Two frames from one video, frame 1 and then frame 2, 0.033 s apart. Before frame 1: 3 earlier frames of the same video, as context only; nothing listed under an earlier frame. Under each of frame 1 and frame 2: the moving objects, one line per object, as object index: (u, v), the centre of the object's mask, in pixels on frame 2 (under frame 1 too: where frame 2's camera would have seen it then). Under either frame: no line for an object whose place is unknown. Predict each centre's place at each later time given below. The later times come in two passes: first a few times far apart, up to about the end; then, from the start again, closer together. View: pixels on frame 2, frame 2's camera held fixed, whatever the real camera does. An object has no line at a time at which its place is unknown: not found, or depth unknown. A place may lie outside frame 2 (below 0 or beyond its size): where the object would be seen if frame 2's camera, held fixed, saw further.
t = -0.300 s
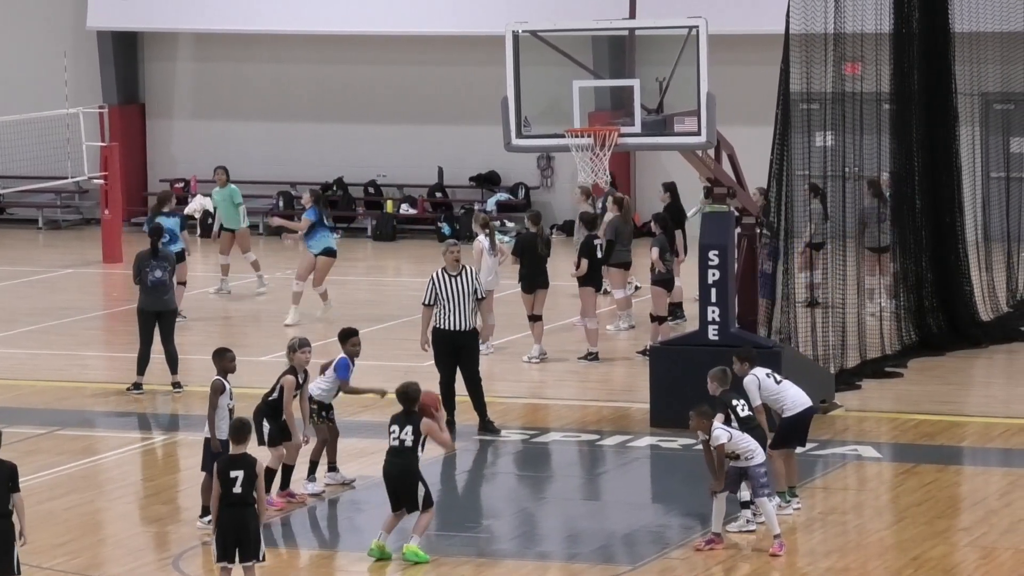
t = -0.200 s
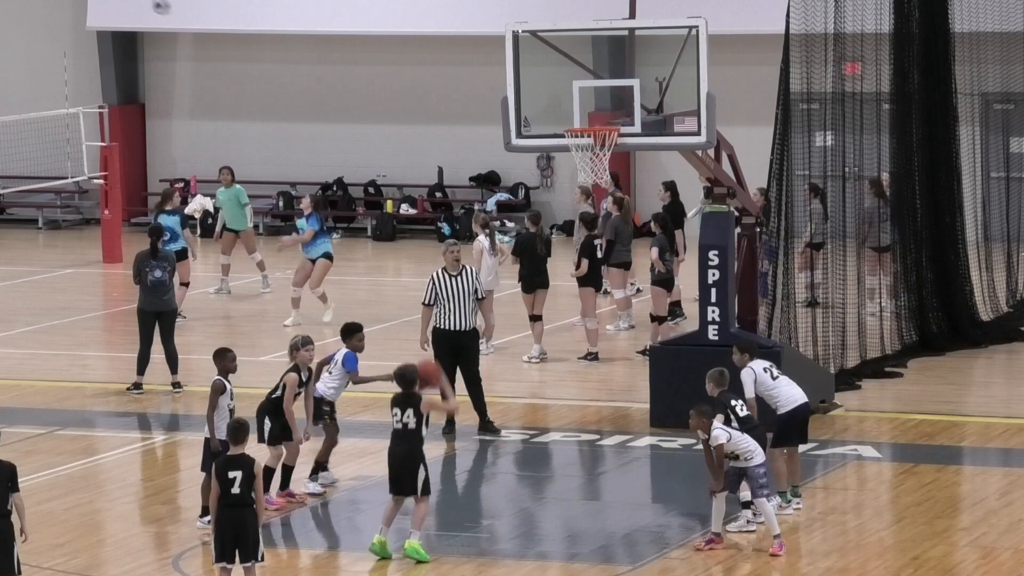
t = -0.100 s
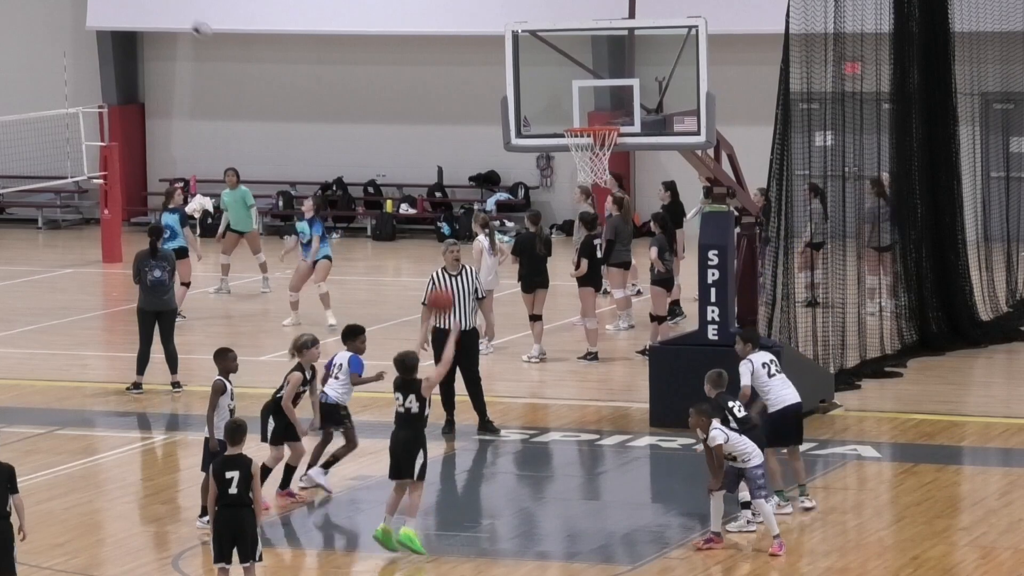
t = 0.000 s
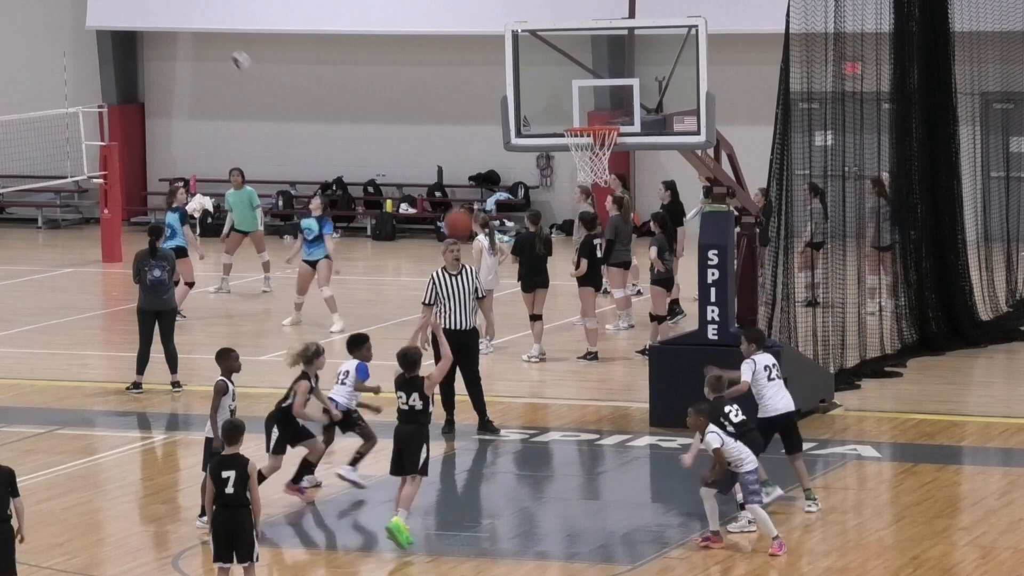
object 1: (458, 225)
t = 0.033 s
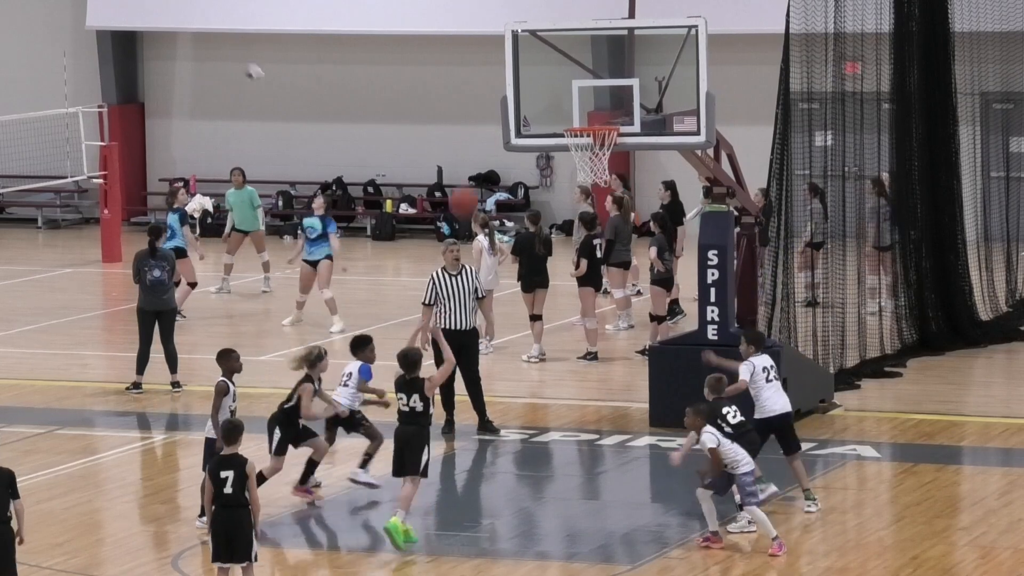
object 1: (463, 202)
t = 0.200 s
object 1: (491, 111)
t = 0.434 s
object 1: (527, 46)
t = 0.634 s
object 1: (557, 42)
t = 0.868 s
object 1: (590, 95)
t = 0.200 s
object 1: (491, 111)
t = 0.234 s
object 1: (496, 98)
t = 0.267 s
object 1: (501, 85)
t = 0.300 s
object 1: (507, 74)
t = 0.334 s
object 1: (512, 65)
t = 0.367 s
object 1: (517, 57)
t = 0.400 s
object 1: (523, 50)
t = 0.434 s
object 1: (527, 46)
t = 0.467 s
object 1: (533, 42)
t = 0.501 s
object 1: (538, 39)
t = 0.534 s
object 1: (543, 37)
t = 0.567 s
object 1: (547, 38)
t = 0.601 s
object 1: (553, 39)
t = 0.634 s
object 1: (557, 42)
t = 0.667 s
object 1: (562, 46)
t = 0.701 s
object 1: (566, 51)
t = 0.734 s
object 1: (572, 57)
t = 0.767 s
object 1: (576, 64)
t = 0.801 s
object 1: (581, 73)
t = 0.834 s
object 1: (586, 83)
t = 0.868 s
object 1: (590, 95)
